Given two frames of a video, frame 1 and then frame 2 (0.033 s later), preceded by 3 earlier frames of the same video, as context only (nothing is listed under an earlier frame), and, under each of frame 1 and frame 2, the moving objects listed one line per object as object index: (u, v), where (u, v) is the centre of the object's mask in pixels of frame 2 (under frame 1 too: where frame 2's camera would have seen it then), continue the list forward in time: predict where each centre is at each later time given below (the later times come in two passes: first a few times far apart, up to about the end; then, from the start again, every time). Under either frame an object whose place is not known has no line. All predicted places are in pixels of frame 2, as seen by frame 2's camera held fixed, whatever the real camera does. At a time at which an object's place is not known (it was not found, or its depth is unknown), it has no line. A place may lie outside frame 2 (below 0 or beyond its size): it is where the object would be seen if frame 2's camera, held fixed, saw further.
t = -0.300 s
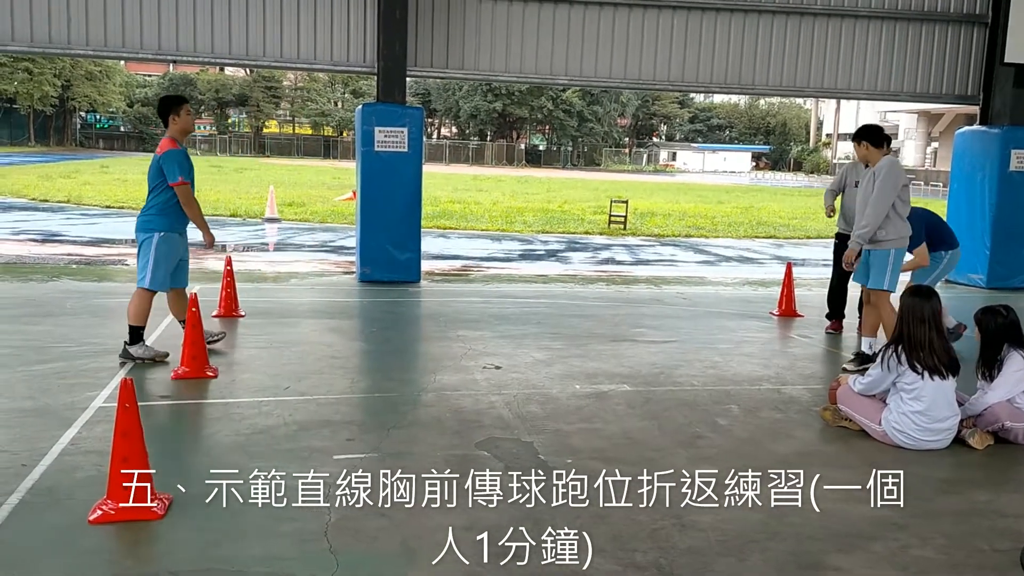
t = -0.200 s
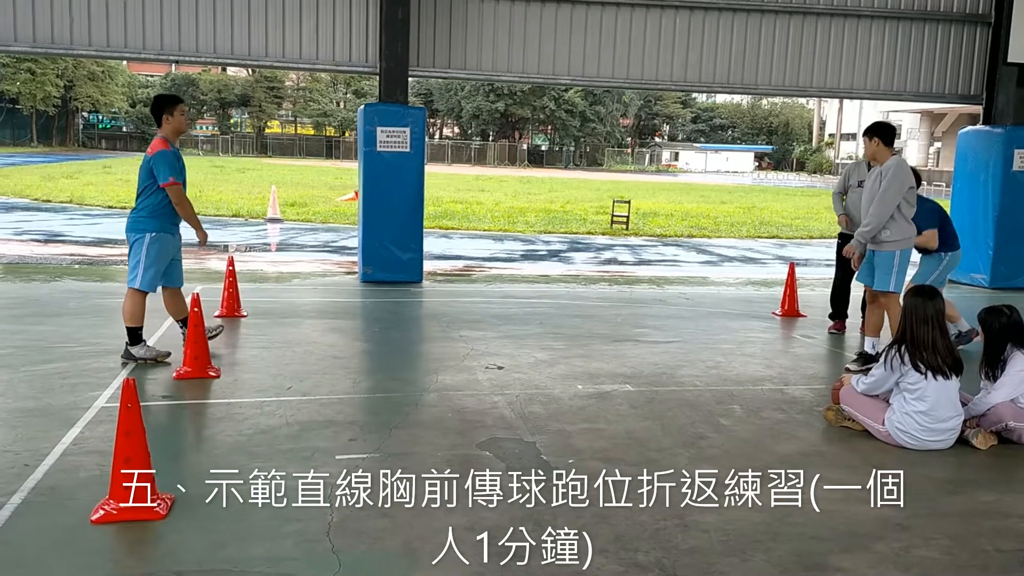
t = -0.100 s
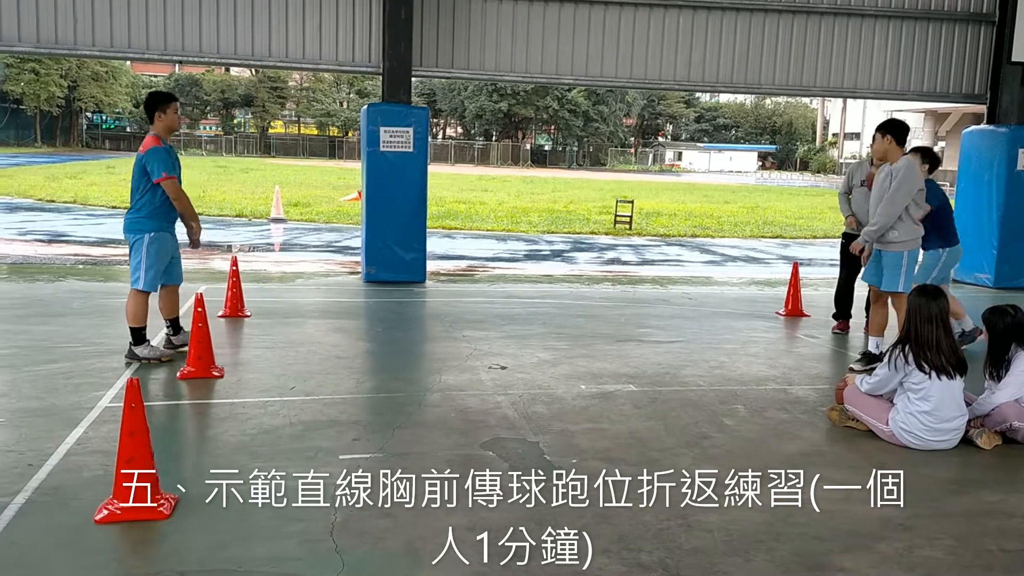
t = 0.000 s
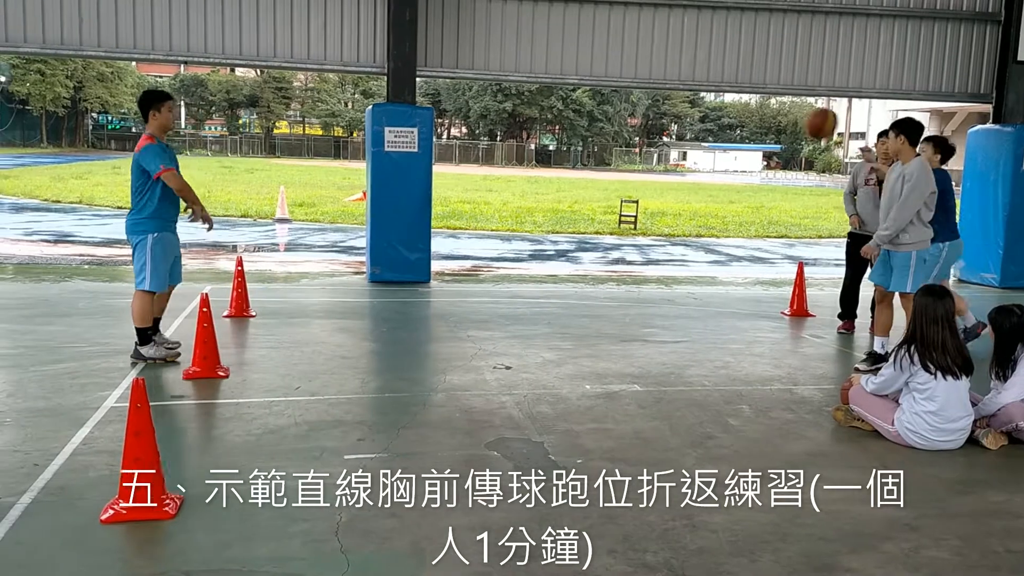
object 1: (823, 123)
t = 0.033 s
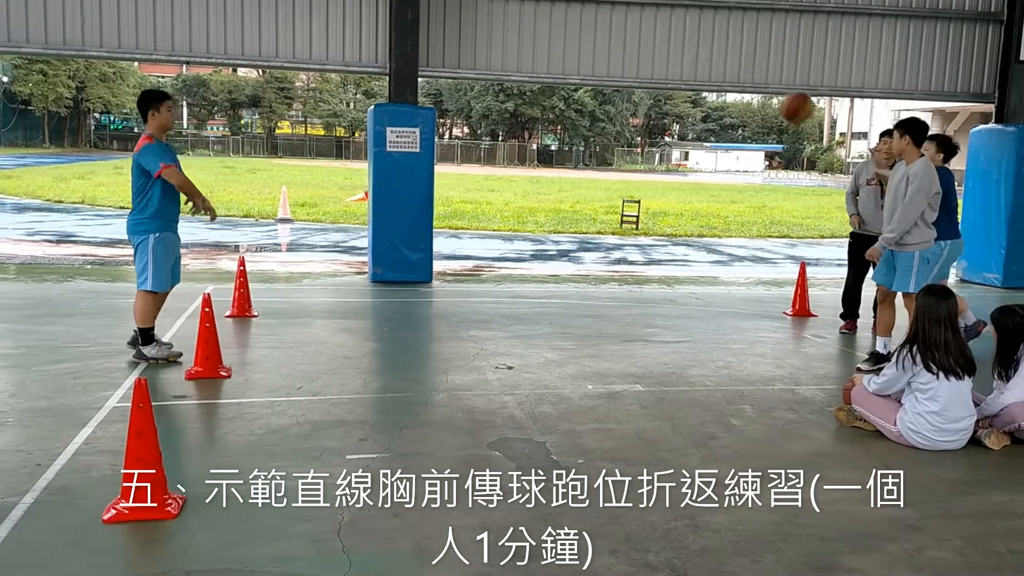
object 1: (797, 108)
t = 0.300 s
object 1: (570, 26)
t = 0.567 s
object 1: (324, 42)
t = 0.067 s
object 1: (769, 92)
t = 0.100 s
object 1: (742, 77)
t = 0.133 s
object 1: (713, 66)
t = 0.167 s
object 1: (685, 55)
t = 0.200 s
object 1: (657, 45)
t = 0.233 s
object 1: (628, 37)
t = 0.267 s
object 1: (599, 30)
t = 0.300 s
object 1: (570, 26)
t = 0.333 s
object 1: (540, 22)
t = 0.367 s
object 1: (510, 20)
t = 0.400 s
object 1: (480, 19)
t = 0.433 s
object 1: (449, 20)
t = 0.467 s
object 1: (417, 24)
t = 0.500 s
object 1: (388, 27)
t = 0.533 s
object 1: (355, 34)
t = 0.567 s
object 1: (324, 42)
